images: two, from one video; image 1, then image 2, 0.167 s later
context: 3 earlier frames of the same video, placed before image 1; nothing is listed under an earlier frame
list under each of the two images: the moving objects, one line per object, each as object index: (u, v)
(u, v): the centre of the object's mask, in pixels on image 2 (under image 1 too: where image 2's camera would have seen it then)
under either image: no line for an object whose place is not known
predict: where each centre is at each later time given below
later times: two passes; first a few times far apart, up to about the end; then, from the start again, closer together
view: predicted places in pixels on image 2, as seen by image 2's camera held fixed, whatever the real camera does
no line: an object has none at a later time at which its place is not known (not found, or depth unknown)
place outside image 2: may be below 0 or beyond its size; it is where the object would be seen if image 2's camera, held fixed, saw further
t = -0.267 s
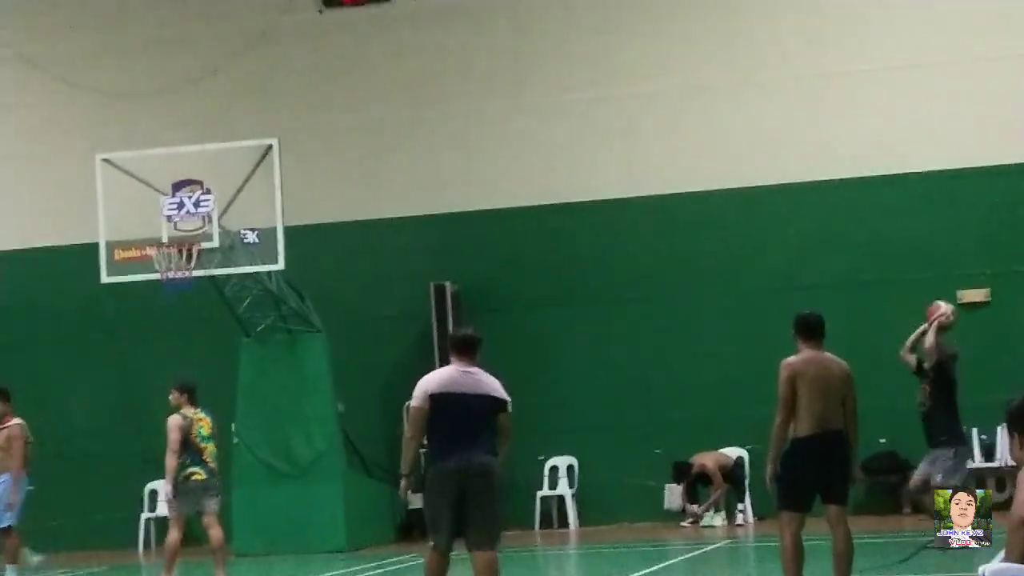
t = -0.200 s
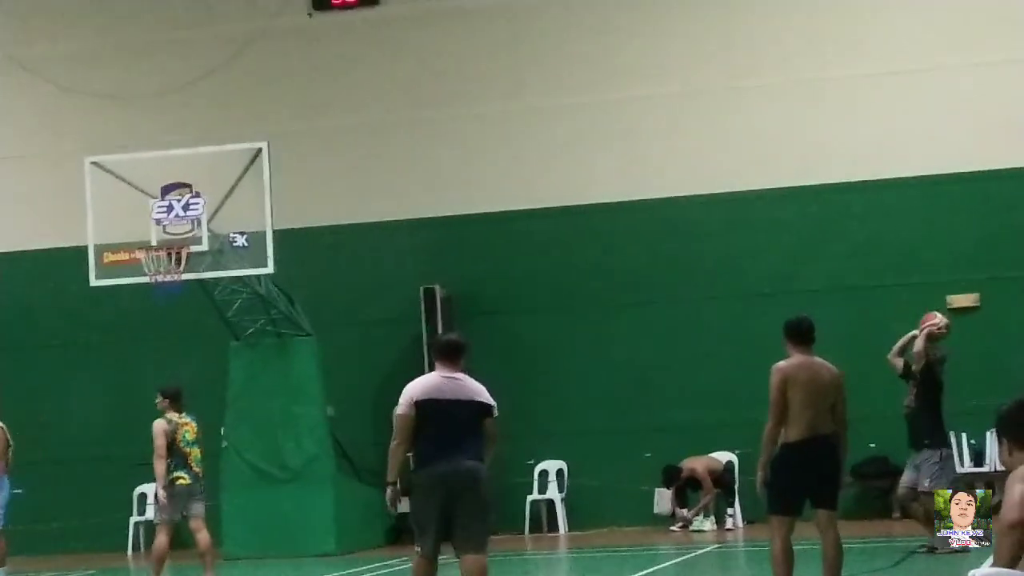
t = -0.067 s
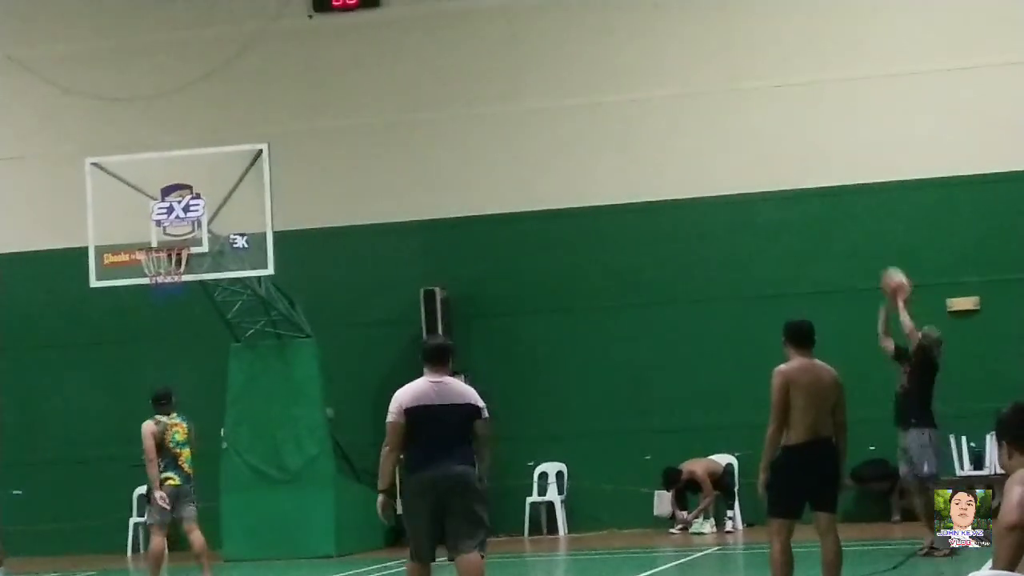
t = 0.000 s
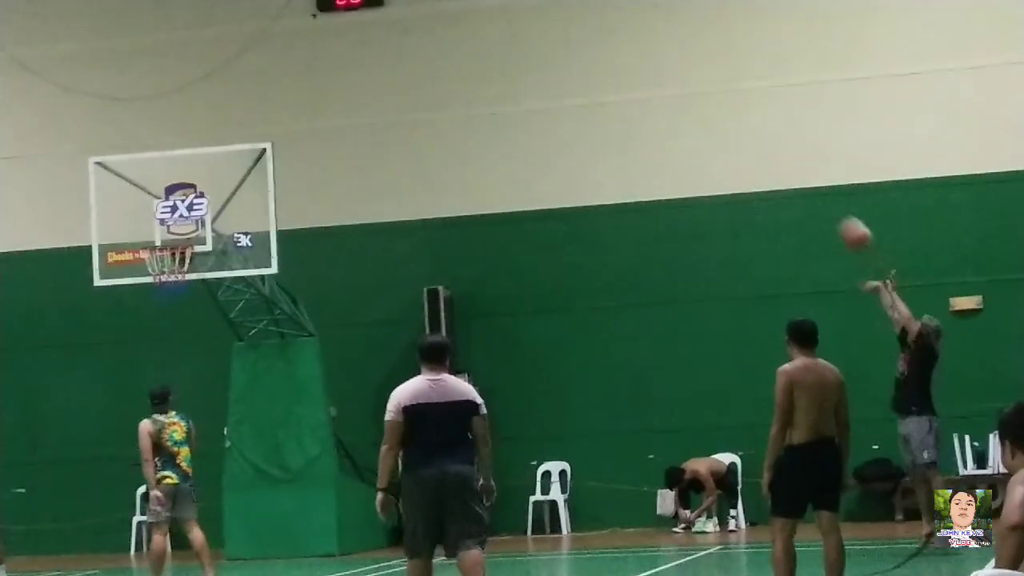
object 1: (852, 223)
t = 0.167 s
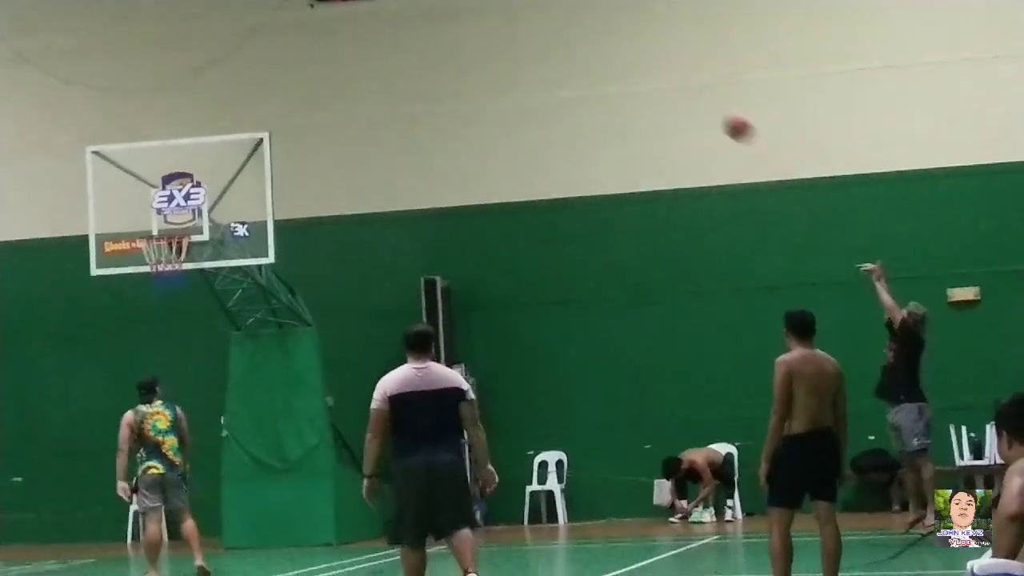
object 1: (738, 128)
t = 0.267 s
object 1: (674, 84)
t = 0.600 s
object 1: (476, 28)
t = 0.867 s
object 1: (337, 66)
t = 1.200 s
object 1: (178, 217)
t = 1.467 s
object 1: (123, 288)
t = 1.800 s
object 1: (95, 425)
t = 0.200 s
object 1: (715, 111)
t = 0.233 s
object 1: (695, 97)
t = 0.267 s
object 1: (674, 84)
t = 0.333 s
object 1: (631, 62)
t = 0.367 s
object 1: (612, 52)
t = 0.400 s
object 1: (593, 45)
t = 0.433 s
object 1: (573, 38)
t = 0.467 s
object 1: (553, 34)
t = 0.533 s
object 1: (515, 28)
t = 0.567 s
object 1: (495, 27)
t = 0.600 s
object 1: (476, 28)
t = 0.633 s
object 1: (457, 28)
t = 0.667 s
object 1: (441, 31)
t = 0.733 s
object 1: (406, 37)
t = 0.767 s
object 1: (389, 43)
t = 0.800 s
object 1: (371, 50)
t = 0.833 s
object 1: (354, 56)
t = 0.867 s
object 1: (337, 66)
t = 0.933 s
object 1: (303, 88)
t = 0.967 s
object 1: (286, 101)
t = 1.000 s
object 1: (270, 115)
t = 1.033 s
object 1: (255, 128)
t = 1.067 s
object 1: (238, 144)
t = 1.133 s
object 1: (207, 178)
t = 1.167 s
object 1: (193, 197)
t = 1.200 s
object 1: (178, 217)
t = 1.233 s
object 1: (164, 234)
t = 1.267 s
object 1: (147, 255)
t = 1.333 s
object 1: (134, 266)
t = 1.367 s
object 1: (132, 270)
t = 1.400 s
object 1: (129, 275)
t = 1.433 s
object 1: (126, 282)
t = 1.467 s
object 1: (123, 288)
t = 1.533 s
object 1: (116, 306)
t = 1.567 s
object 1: (113, 318)
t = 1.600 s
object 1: (111, 330)
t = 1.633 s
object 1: (108, 343)
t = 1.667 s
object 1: (105, 356)
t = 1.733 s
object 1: (100, 389)
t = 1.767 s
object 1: (96, 406)
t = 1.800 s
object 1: (95, 425)
